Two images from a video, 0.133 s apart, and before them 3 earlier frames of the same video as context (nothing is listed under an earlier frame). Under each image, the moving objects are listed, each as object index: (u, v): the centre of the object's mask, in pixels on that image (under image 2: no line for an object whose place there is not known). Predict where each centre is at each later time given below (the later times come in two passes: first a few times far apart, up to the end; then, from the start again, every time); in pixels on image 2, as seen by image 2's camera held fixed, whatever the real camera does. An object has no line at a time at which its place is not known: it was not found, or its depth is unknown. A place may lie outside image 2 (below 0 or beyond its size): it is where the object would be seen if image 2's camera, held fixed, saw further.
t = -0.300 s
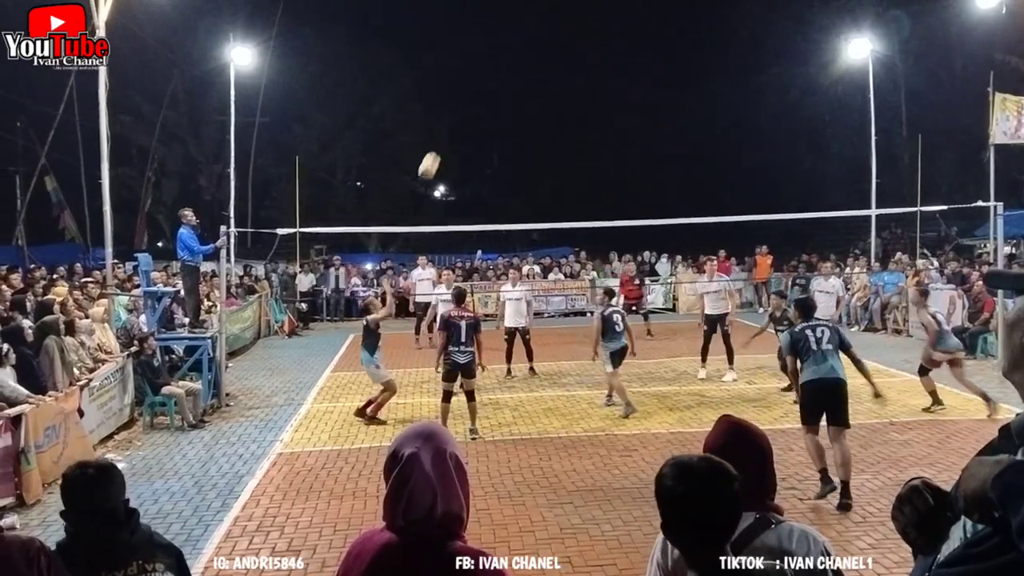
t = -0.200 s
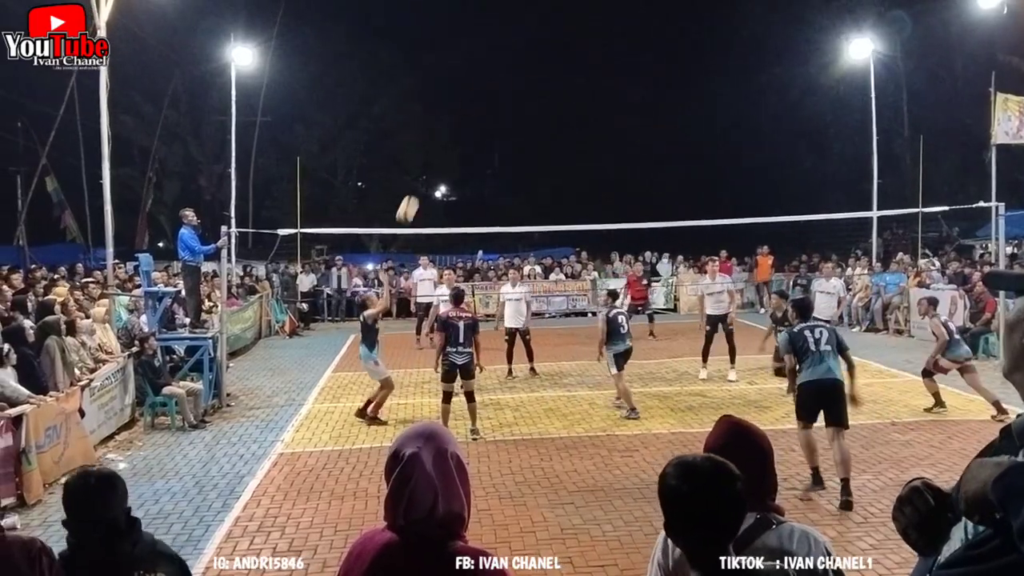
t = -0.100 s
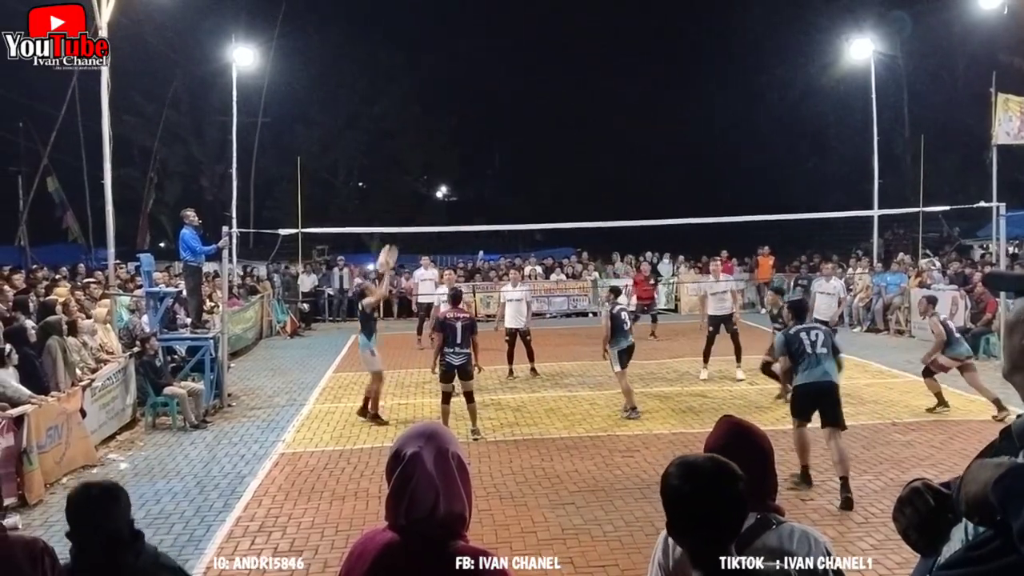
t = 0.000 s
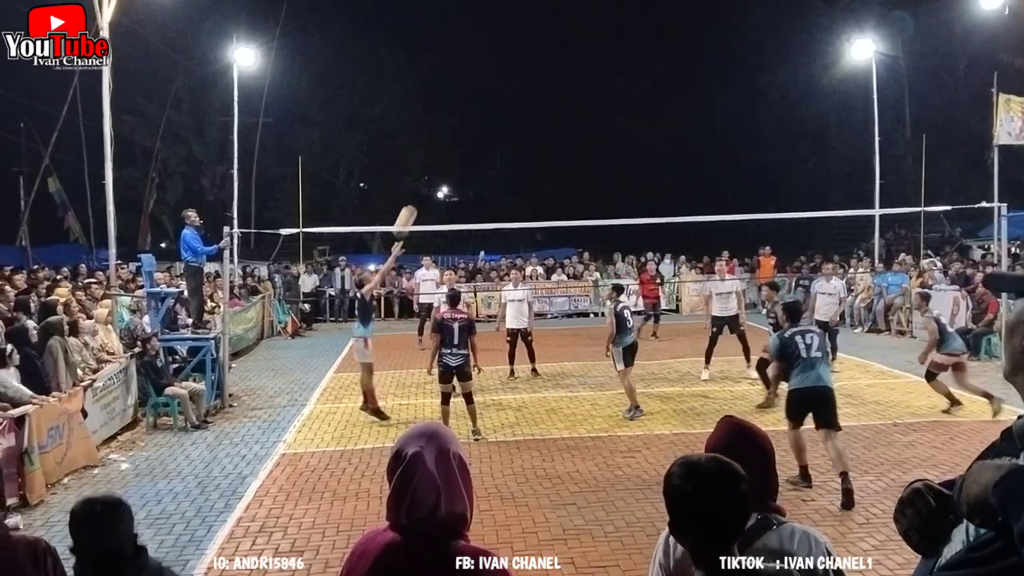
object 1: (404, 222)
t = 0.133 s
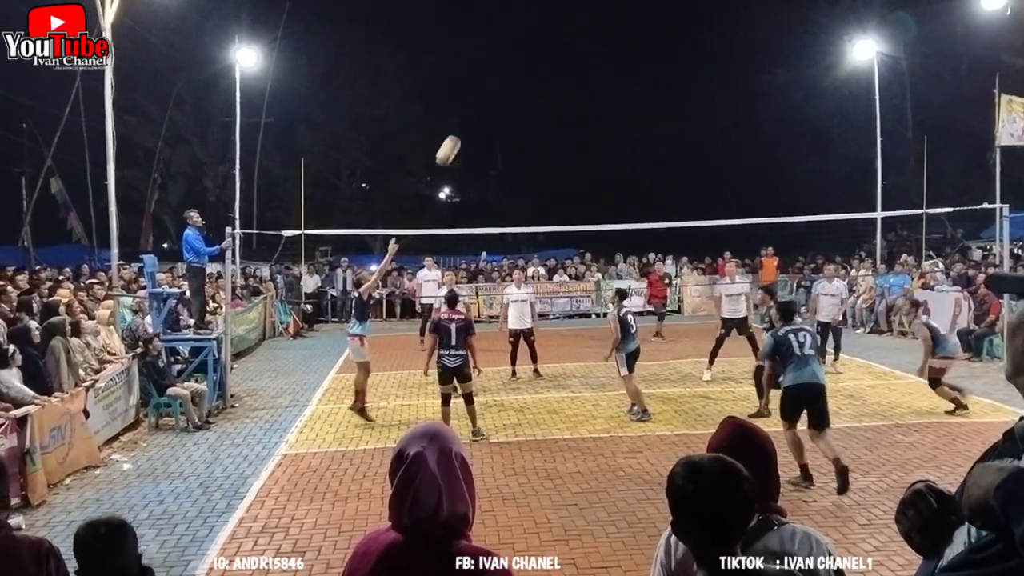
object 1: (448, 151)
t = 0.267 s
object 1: (489, 94)
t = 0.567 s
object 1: (577, 21)
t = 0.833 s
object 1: (651, 17)
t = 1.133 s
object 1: (727, 75)
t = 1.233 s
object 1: (751, 107)
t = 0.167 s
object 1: (458, 135)
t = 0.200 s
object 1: (468, 121)
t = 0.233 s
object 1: (479, 107)
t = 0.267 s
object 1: (489, 94)
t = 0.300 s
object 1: (499, 82)
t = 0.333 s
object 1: (509, 72)
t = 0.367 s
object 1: (519, 62)
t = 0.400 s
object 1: (528, 53)
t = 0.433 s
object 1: (538, 45)
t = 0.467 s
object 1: (548, 37)
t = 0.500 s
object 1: (558, 31)
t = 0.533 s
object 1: (567, 26)
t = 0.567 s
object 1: (577, 21)
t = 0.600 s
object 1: (586, 18)
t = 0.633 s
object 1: (596, 15)
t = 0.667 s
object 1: (605, 13)
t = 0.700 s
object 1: (614, 12)
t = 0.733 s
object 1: (624, 12)
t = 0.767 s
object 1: (633, 13)
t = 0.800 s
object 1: (642, 15)
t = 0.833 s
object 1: (651, 17)
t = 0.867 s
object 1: (660, 21)
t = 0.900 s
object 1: (669, 25)
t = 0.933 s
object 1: (678, 30)
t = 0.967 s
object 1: (686, 35)
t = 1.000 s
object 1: (694, 42)
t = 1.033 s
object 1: (703, 49)
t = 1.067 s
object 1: (711, 57)
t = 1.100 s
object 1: (719, 65)
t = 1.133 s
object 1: (727, 75)
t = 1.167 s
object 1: (735, 85)
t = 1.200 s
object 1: (743, 96)
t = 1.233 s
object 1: (751, 107)
